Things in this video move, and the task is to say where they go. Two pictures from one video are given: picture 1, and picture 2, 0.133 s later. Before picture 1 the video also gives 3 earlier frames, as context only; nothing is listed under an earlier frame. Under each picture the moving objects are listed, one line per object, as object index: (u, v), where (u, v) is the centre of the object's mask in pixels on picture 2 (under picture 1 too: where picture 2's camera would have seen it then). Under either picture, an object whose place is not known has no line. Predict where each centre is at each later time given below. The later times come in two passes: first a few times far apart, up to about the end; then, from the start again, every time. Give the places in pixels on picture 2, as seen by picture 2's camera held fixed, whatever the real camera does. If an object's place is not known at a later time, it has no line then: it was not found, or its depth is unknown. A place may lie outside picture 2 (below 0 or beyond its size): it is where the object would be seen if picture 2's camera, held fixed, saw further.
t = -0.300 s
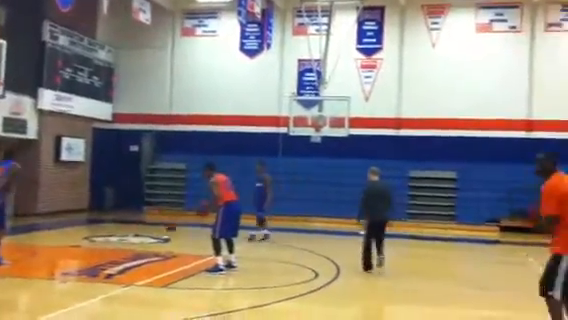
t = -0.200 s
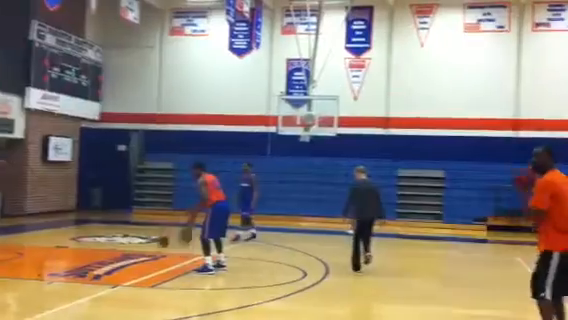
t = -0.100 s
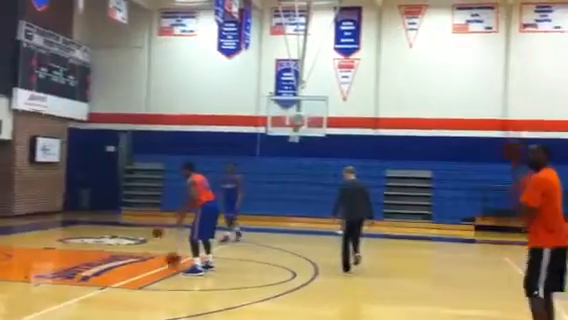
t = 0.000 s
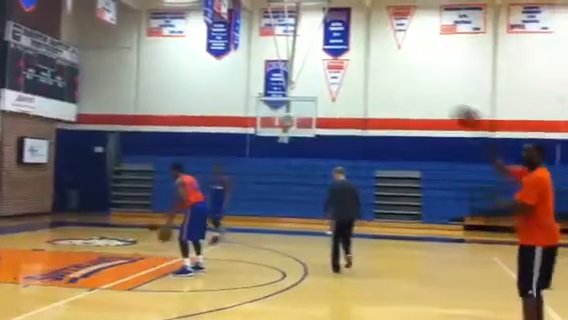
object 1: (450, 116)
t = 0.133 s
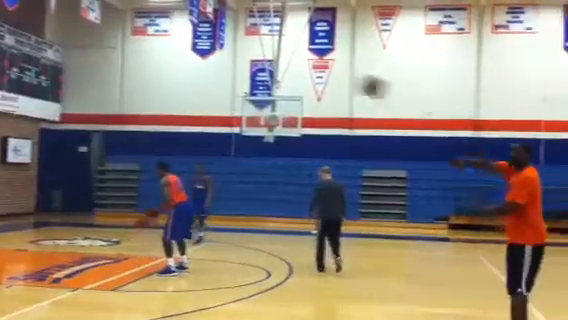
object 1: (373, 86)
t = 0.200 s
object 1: (332, 77)
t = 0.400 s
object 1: (193, 73)
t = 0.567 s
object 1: (72, 99)
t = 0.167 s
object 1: (353, 81)
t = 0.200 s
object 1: (332, 77)
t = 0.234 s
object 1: (306, 74)
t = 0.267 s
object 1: (287, 72)
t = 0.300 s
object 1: (265, 72)
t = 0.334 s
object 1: (241, 71)
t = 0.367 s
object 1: (218, 72)
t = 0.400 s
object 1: (193, 73)
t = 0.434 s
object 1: (169, 76)
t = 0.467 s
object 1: (145, 80)
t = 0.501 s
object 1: (119, 85)
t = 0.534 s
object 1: (94, 92)
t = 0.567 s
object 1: (72, 99)
